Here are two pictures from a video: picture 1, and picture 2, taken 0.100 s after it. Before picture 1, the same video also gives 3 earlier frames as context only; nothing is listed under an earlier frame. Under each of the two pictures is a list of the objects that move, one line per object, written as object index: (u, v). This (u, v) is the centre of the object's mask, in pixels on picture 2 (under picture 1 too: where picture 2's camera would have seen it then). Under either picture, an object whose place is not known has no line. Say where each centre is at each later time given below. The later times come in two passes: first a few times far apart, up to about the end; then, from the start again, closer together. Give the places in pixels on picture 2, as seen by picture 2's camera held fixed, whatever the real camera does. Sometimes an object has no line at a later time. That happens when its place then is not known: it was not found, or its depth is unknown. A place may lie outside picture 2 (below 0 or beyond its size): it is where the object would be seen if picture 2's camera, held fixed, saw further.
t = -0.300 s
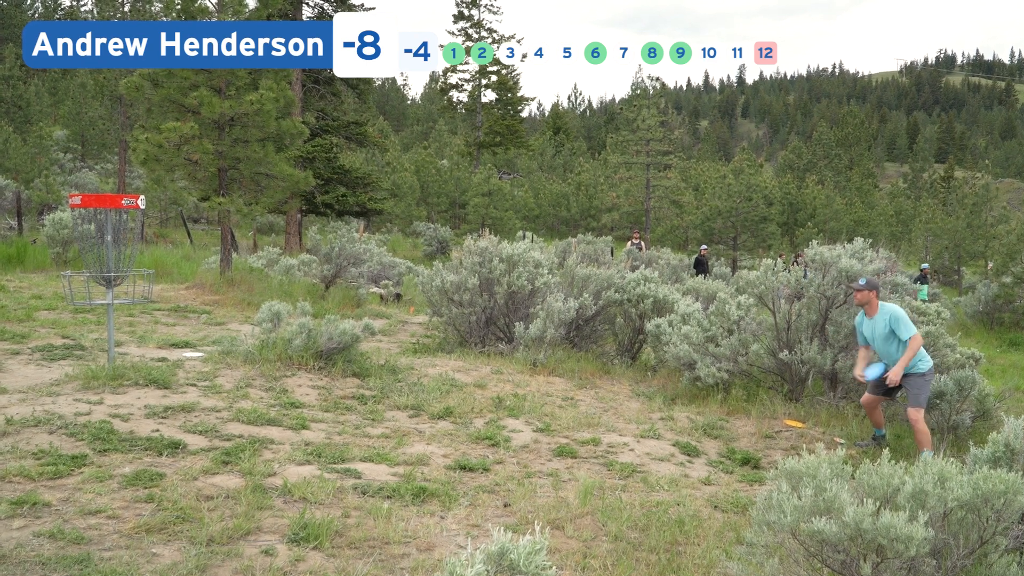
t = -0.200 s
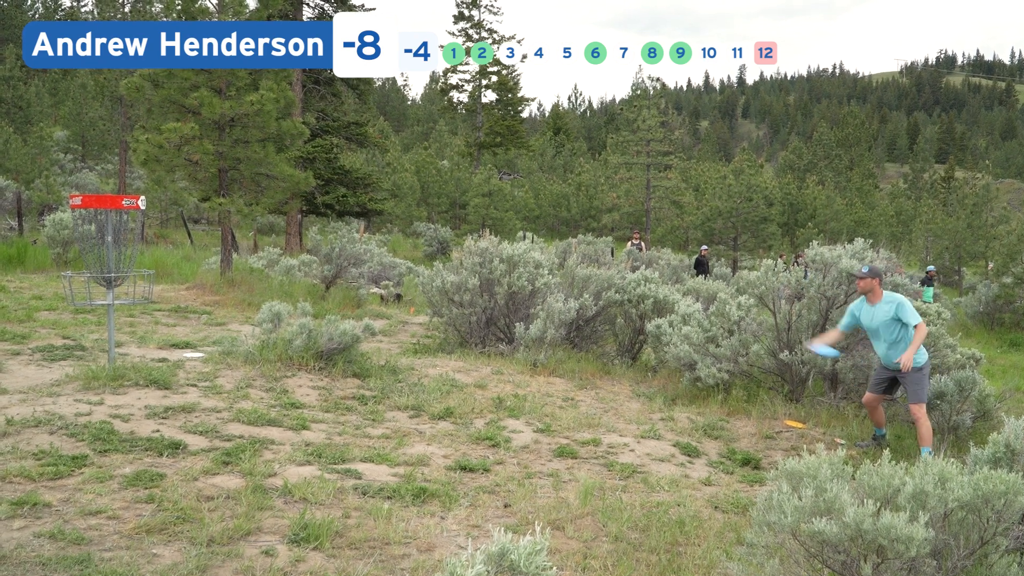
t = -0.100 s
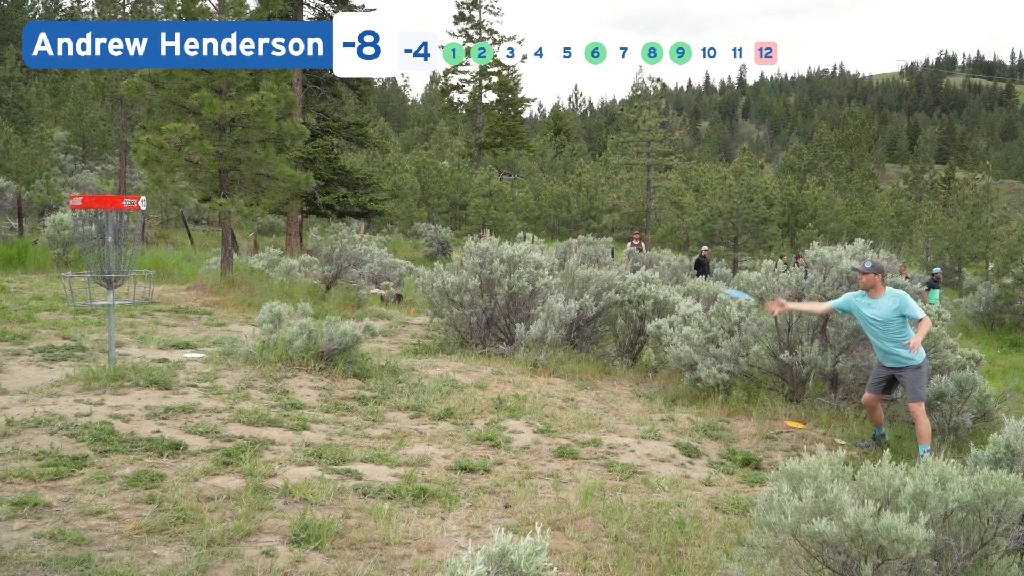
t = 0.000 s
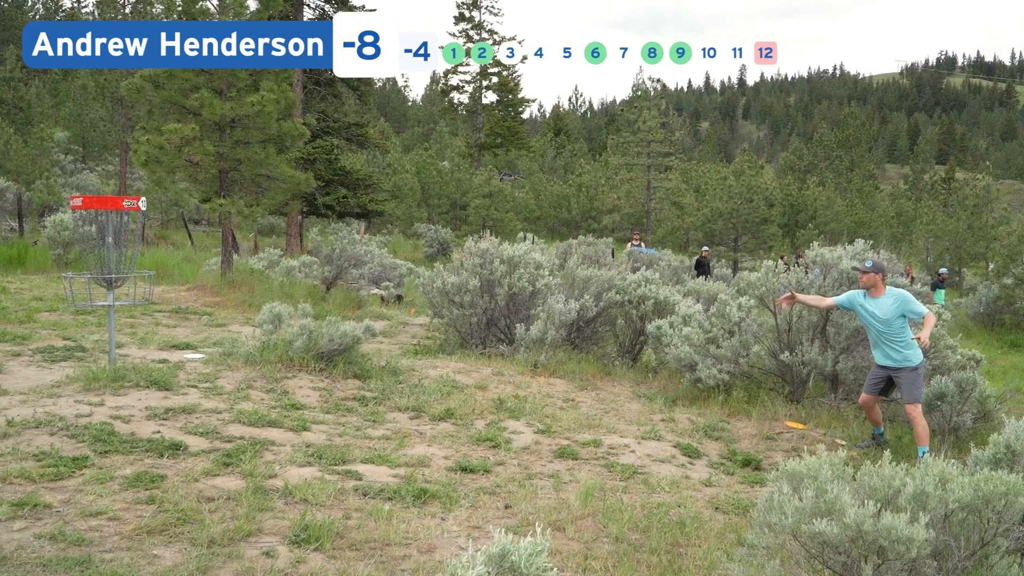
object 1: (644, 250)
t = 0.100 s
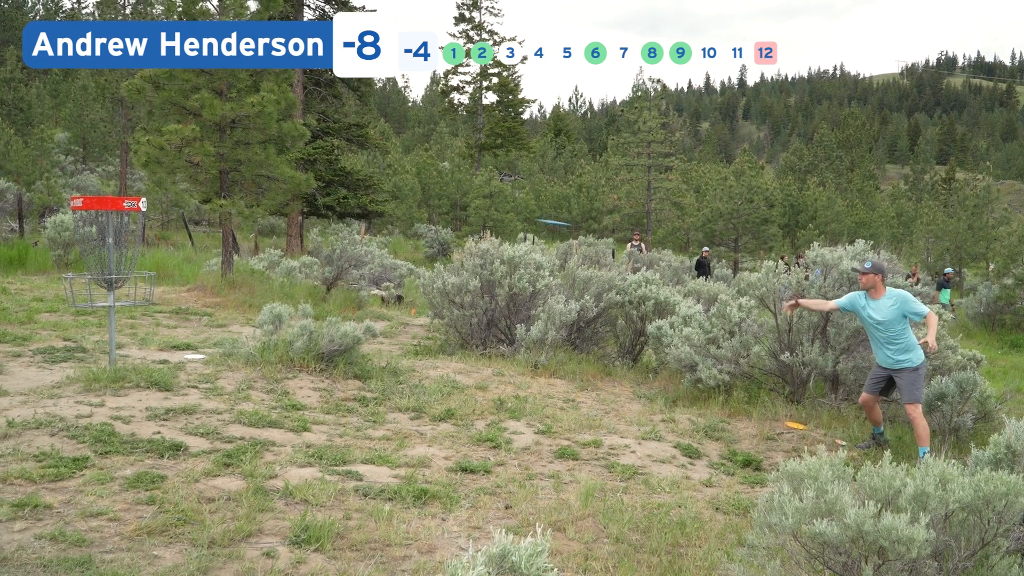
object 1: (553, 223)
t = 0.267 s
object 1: (398, 205)
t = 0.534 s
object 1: (154, 228)
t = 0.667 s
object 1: (128, 242)
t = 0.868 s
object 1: (140, 290)
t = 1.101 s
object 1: (133, 300)
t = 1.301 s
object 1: (133, 301)
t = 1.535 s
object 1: (134, 301)
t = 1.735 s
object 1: (134, 301)
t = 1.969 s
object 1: (134, 301)
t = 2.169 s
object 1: (134, 301)
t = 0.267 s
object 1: (398, 205)
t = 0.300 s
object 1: (368, 206)
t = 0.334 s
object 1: (337, 207)
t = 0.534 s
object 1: (154, 228)
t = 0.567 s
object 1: (137, 233)
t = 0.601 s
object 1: (127, 235)
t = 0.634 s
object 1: (126, 238)
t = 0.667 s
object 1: (128, 242)
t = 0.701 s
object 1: (129, 247)
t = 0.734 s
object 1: (131, 252)
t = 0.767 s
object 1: (133, 259)
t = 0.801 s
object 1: (136, 267)
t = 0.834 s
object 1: (138, 278)
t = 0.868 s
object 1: (140, 290)
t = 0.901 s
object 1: (143, 289)
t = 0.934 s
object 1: (141, 290)
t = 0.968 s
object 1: (139, 291)
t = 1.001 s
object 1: (136, 295)
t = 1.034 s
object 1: (135, 298)
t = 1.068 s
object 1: (133, 301)
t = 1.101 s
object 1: (133, 300)
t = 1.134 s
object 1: (134, 300)
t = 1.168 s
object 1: (134, 300)
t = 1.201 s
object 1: (134, 300)
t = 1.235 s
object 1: (133, 301)
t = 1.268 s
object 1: (133, 301)
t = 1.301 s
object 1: (133, 301)
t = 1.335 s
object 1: (133, 301)
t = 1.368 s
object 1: (133, 301)
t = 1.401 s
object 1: (134, 301)
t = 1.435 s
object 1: (134, 301)
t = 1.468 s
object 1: (134, 301)
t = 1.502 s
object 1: (134, 301)
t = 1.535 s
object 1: (134, 301)
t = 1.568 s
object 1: (134, 301)
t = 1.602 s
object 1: (134, 301)
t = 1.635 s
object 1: (134, 301)
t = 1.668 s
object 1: (133, 301)
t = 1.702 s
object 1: (134, 301)
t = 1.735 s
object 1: (134, 301)
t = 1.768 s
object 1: (134, 301)
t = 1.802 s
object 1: (134, 301)
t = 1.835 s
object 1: (134, 301)
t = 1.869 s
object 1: (134, 301)
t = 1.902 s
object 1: (134, 301)
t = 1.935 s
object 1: (134, 301)
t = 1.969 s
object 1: (134, 301)
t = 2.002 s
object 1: (133, 301)
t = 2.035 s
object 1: (134, 301)
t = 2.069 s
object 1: (134, 301)
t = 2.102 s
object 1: (134, 301)
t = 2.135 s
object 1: (134, 301)
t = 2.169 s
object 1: (134, 301)
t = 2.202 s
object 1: (134, 301)
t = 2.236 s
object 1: (134, 301)
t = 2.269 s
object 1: (134, 301)
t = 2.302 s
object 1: (134, 301)
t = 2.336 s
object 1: (134, 301)
